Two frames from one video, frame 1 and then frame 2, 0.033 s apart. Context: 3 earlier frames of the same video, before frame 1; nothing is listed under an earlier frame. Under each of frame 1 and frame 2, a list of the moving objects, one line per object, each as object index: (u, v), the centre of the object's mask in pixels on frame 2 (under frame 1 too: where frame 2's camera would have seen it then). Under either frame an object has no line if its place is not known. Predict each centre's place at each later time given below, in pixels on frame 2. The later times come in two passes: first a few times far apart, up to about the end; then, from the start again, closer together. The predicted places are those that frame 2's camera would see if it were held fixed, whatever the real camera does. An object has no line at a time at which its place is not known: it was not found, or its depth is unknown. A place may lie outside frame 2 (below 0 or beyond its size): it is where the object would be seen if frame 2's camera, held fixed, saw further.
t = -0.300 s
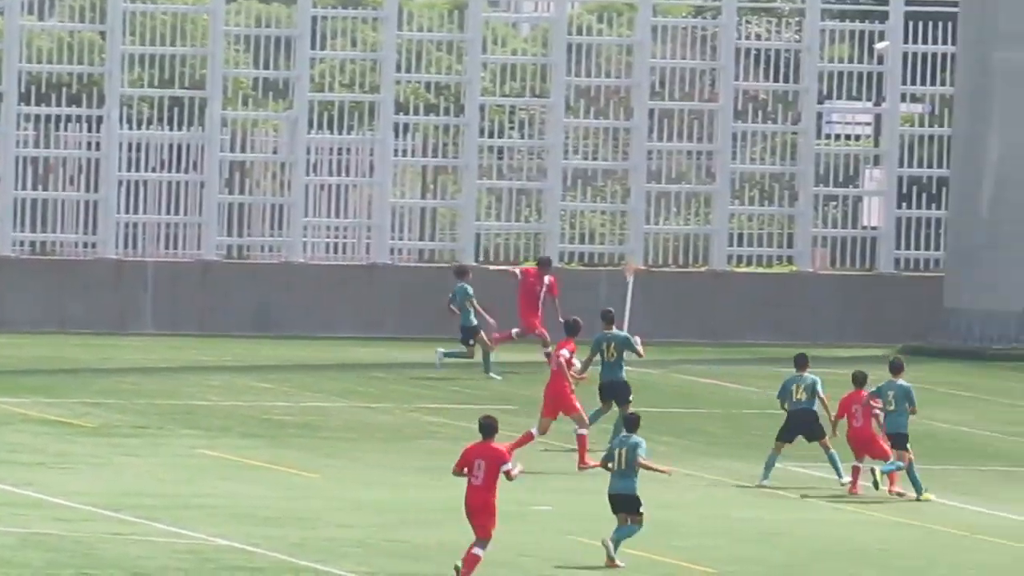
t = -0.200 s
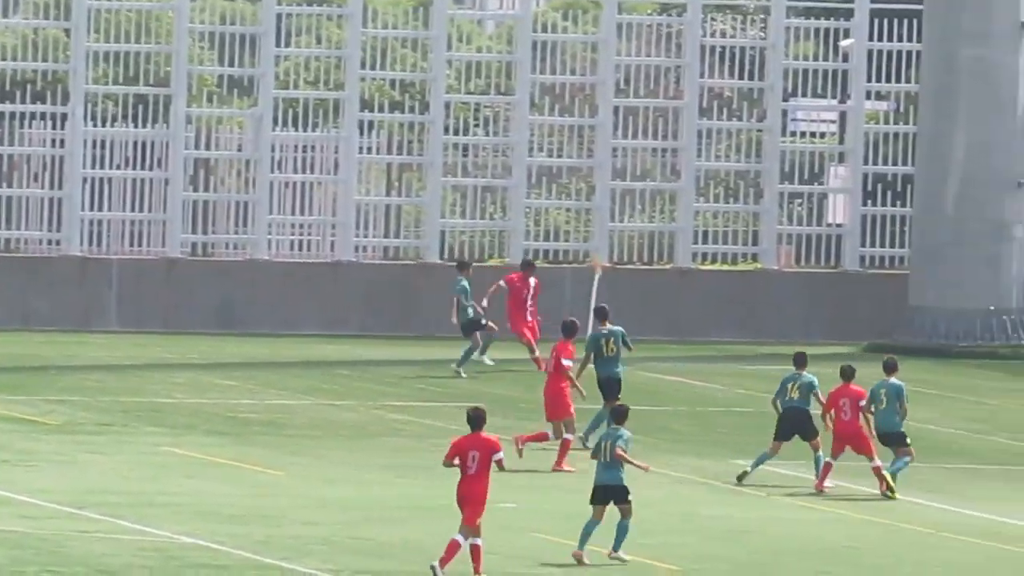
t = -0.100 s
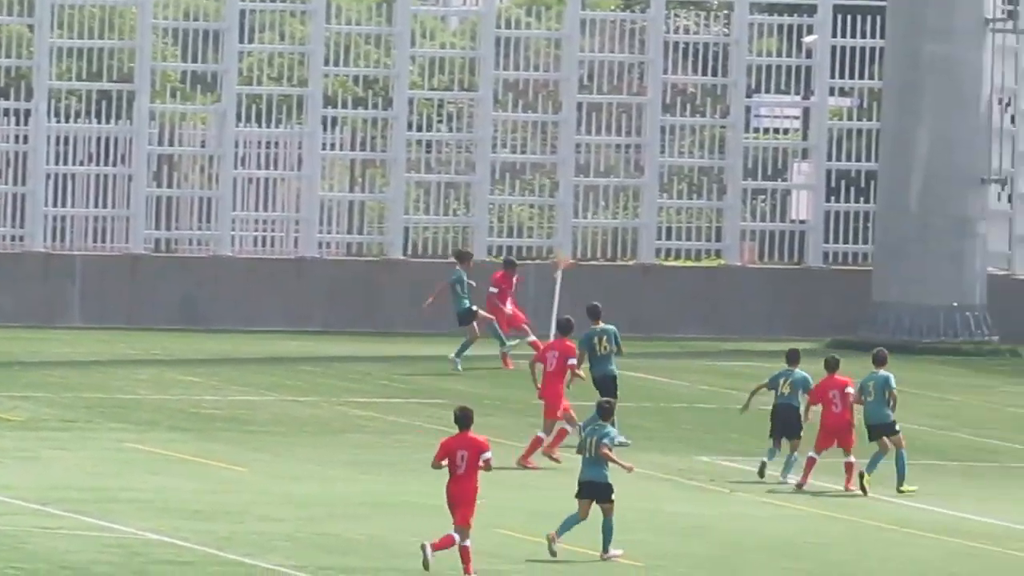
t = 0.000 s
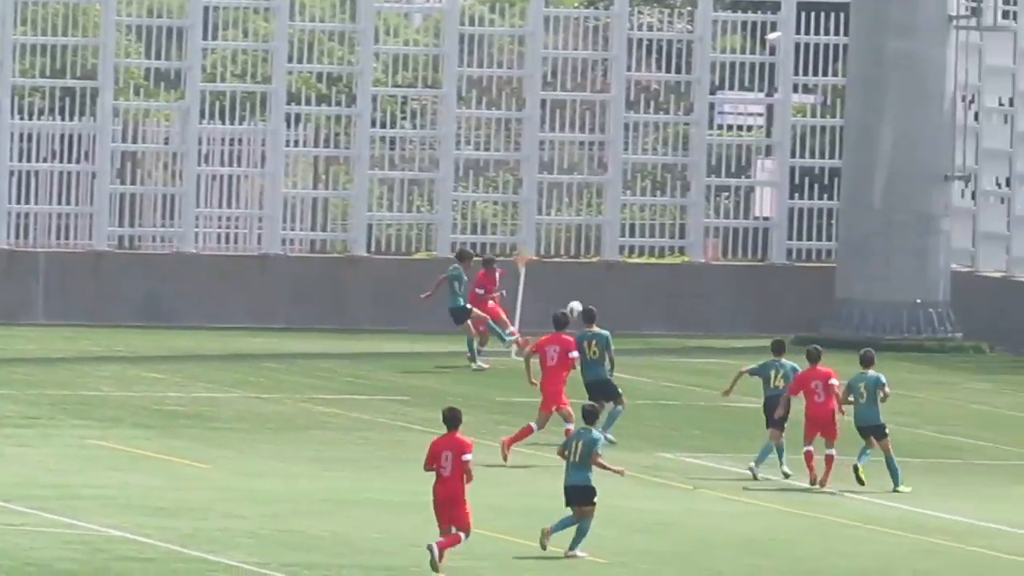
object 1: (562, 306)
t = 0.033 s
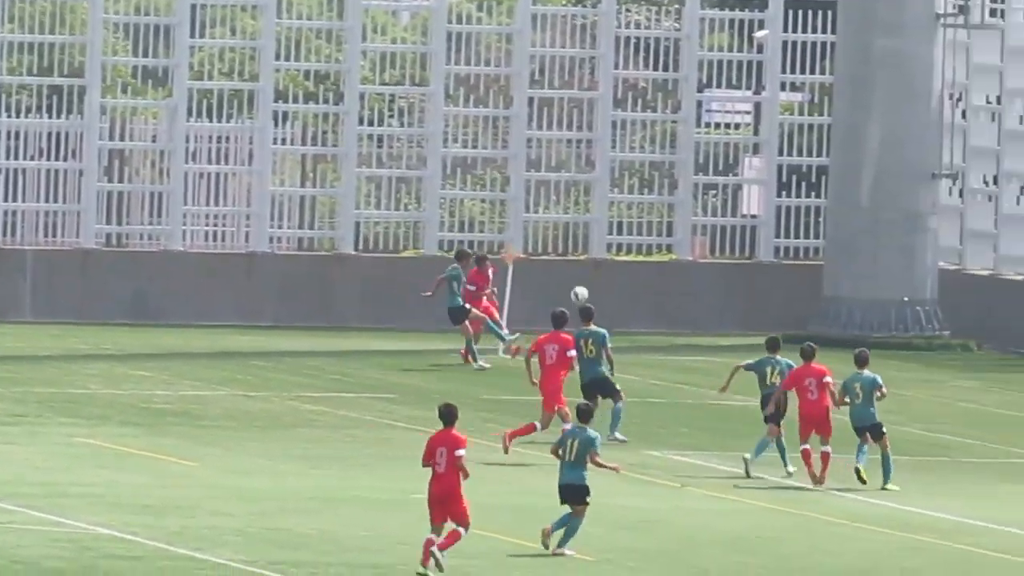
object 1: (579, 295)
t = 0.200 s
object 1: (655, 239)
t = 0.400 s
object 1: (730, 186)
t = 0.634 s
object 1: (797, 150)
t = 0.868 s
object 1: (842, 138)
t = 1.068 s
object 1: (867, 156)
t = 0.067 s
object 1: (595, 282)
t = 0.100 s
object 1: (612, 269)
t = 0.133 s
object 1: (626, 260)
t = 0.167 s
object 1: (642, 247)
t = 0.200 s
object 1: (655, 239)
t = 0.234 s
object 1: (669, 229)
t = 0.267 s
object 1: (682, 219)
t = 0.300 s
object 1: (696, 209)
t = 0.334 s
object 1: (707, 202)
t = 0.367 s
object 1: (719, 193)
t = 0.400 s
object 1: (730, 186)
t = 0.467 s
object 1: (749, 174)
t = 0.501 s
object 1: (760, 169)
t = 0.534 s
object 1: (770, 163)
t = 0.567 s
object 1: (781, 156)
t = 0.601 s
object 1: (787, 153)
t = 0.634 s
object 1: (797, 150)
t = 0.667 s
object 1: (805, 147)
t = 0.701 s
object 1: (812, 142)
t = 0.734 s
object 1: (819, 140)
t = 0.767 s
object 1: (826, 140)
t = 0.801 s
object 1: (831, 138)
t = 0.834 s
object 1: (836, 139)
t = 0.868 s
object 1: (842, 138)
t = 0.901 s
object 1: (847, 140)
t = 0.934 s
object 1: (851, 141)
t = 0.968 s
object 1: (856, 144)
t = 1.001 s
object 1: (860, 147)
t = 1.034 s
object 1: (863, 152)
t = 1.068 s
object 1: (867, 156)
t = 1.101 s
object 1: (870, 163)
